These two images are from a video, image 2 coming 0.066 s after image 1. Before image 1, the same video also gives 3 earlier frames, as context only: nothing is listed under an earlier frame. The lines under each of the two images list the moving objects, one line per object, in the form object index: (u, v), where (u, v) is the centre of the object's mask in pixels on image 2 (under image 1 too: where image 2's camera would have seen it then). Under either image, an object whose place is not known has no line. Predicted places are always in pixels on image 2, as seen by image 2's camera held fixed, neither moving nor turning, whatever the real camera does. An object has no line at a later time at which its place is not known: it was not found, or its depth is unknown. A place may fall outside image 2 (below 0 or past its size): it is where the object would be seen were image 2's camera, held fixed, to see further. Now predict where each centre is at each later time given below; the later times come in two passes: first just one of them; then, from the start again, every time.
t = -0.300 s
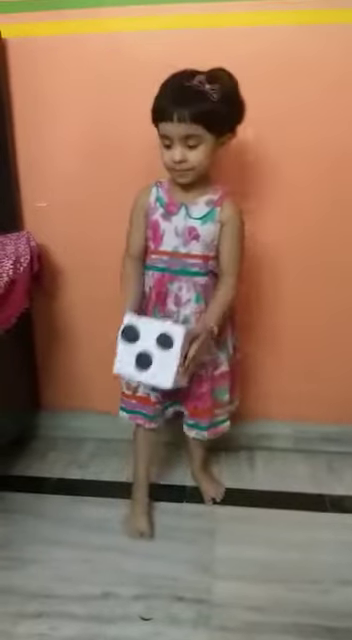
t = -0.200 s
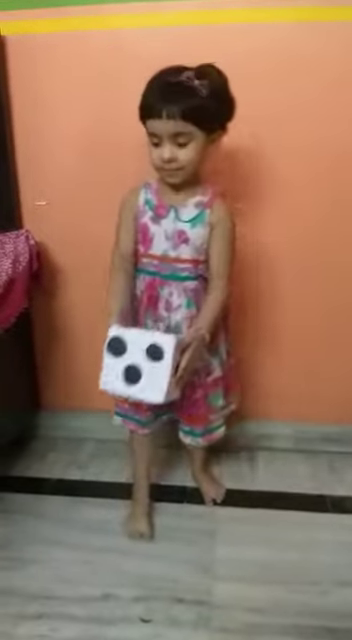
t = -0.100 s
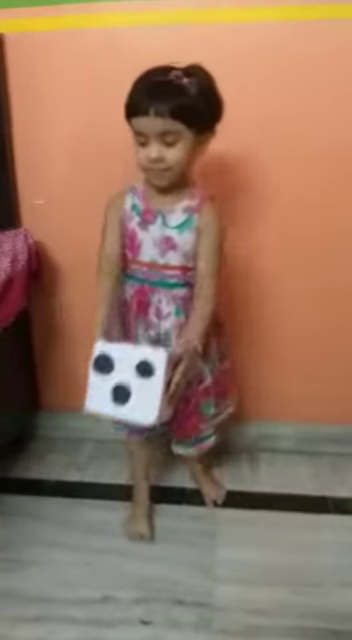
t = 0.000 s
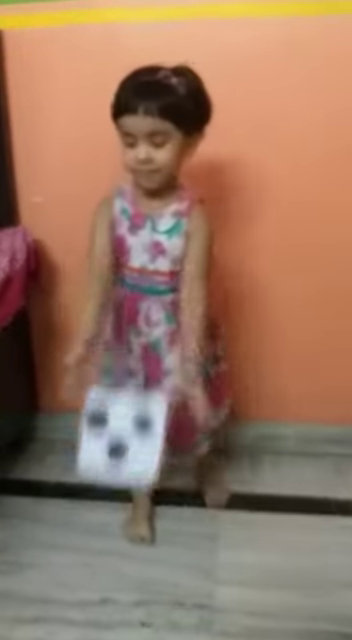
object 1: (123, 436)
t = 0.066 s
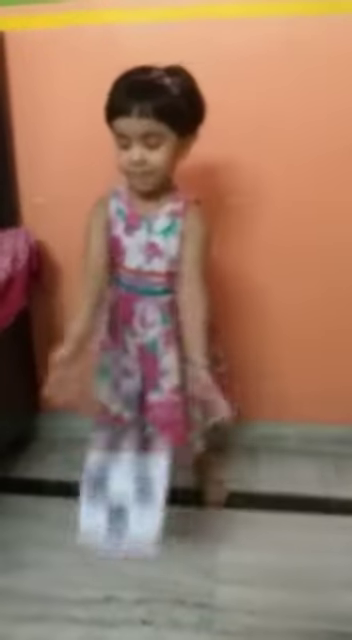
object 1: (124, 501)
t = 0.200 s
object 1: (125, 620)
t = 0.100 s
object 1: (125, 529)
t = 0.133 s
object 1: (125, 576)
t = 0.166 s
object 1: (130, 598)
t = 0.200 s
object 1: (125, 620)
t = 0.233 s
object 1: (114, 622)
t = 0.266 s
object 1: (107, 625)
